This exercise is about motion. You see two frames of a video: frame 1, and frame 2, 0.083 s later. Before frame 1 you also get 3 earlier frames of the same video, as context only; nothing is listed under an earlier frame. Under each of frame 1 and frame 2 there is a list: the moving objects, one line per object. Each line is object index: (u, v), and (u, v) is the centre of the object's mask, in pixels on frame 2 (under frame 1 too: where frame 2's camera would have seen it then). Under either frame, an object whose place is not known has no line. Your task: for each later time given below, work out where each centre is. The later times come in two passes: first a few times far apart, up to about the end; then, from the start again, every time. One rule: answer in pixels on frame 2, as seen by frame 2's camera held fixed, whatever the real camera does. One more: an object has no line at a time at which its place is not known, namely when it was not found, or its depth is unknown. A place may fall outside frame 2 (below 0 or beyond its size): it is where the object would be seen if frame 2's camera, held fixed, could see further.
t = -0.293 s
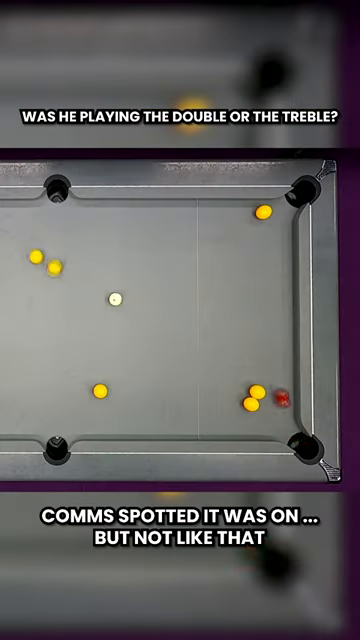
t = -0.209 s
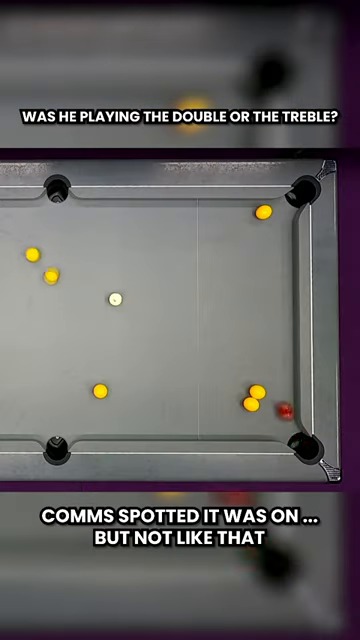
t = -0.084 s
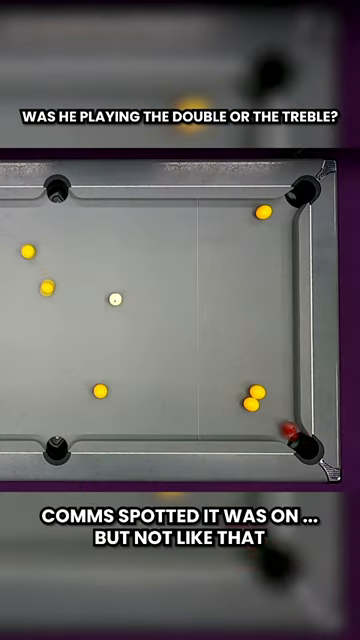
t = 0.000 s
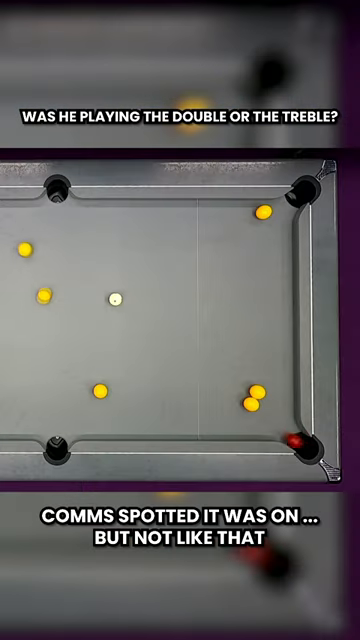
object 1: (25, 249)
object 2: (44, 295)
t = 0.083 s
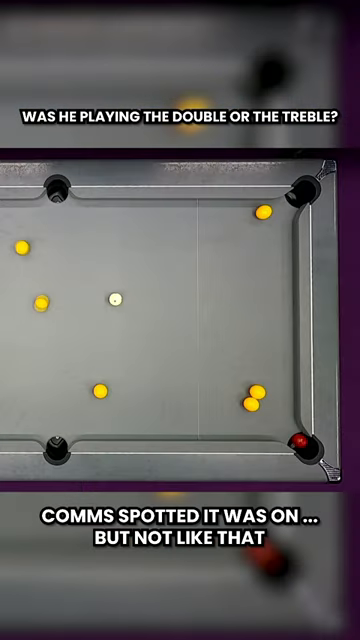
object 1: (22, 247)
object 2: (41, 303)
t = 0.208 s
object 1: (18, 244)
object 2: (37, 314)
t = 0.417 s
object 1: (12, 240)
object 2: (31, 332)
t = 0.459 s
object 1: (11, 240)
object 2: (29, 335)
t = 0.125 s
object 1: (21, 246)
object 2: (40, 307)
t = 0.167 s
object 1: (19, 245)
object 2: (38, 310)
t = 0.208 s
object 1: (18, 244)
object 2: (37, 314)
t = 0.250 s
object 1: (17, 243)
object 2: (36, 318)
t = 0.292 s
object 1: (15, 243)
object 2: (34, 321)
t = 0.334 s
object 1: (14, 242)
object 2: (33, 325)
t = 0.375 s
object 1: (13, 241)
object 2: (32, 328)
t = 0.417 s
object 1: (12, 240)
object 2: (31, 332)
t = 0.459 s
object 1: (11, 240)
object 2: (29, 335)
